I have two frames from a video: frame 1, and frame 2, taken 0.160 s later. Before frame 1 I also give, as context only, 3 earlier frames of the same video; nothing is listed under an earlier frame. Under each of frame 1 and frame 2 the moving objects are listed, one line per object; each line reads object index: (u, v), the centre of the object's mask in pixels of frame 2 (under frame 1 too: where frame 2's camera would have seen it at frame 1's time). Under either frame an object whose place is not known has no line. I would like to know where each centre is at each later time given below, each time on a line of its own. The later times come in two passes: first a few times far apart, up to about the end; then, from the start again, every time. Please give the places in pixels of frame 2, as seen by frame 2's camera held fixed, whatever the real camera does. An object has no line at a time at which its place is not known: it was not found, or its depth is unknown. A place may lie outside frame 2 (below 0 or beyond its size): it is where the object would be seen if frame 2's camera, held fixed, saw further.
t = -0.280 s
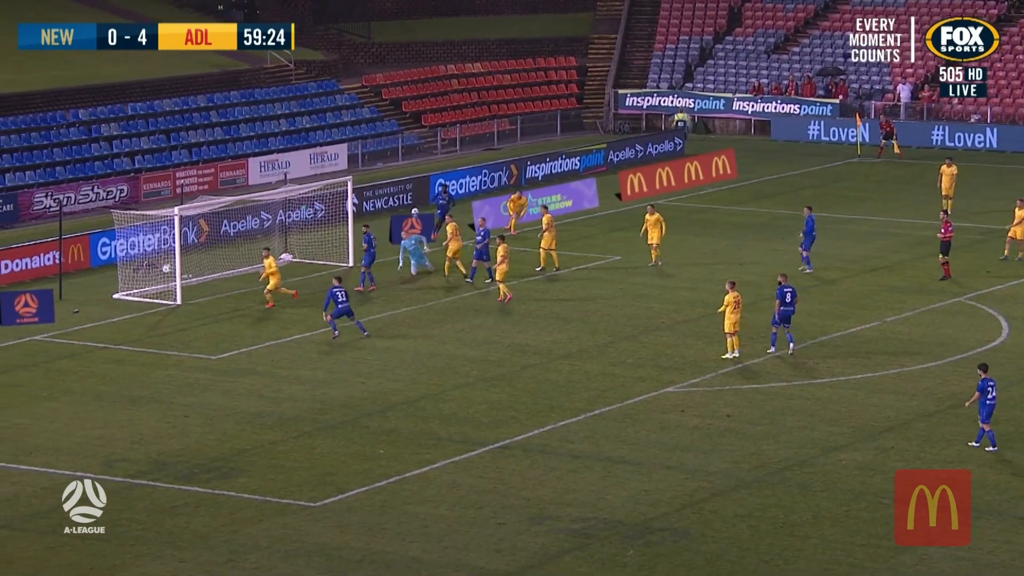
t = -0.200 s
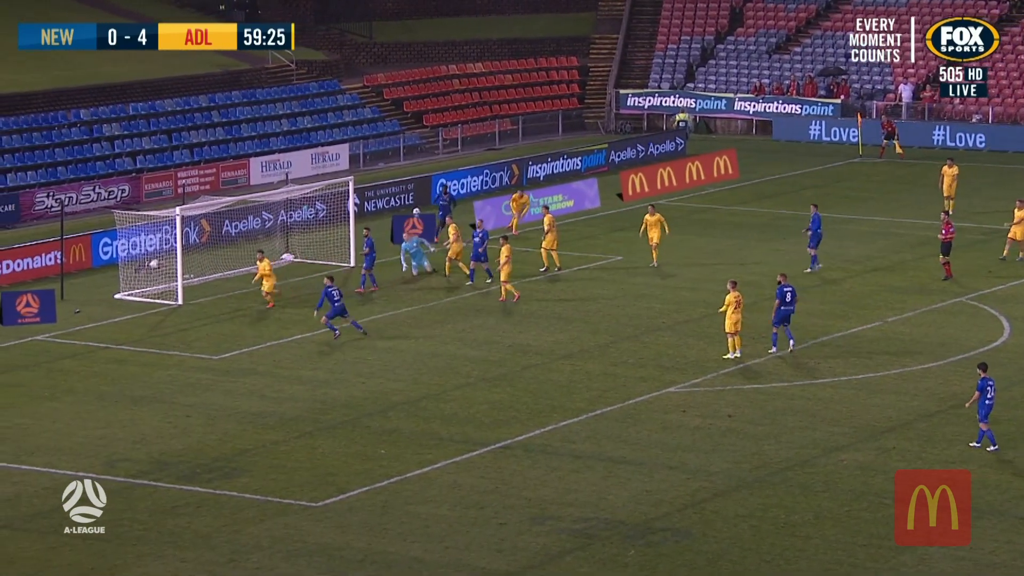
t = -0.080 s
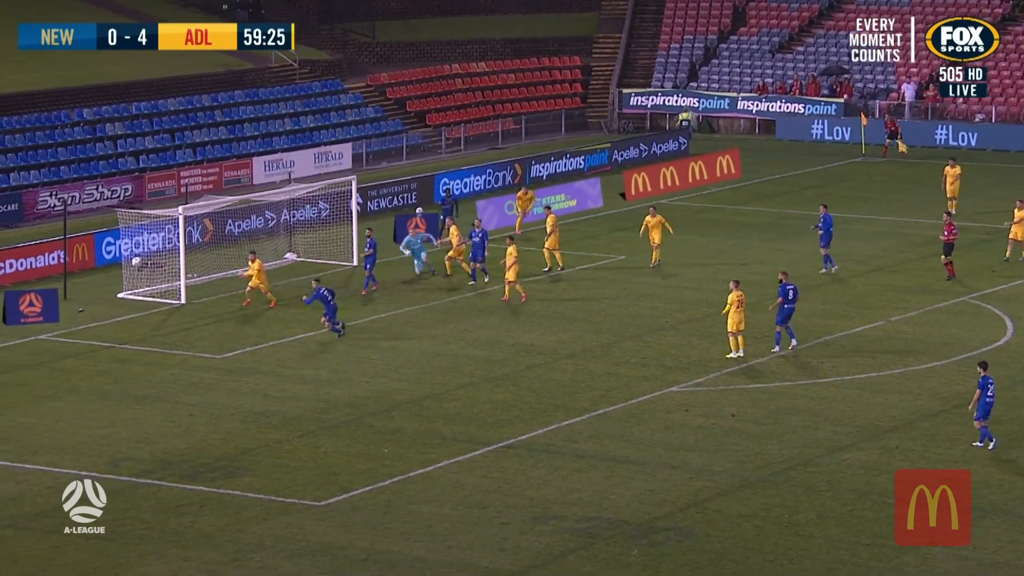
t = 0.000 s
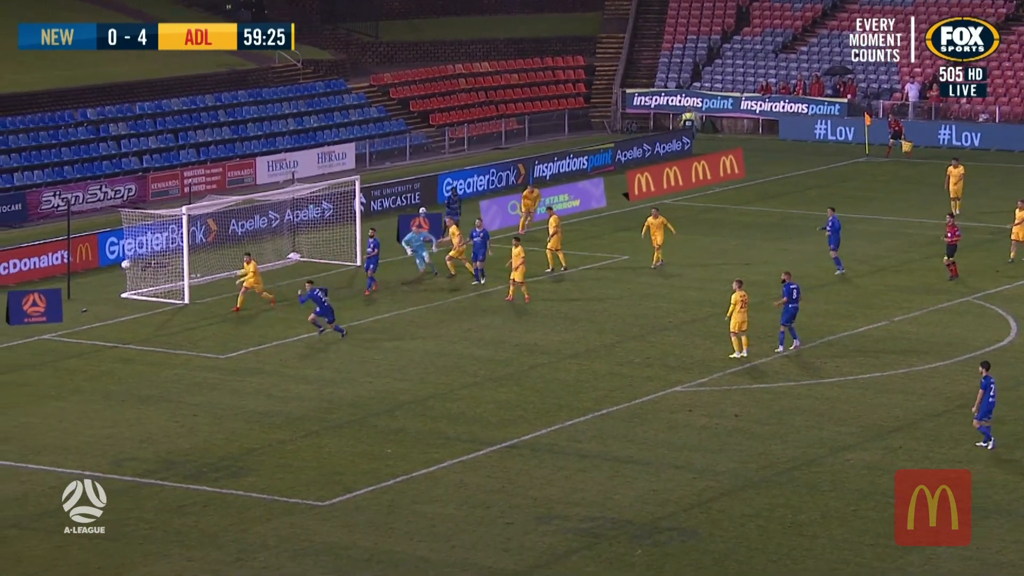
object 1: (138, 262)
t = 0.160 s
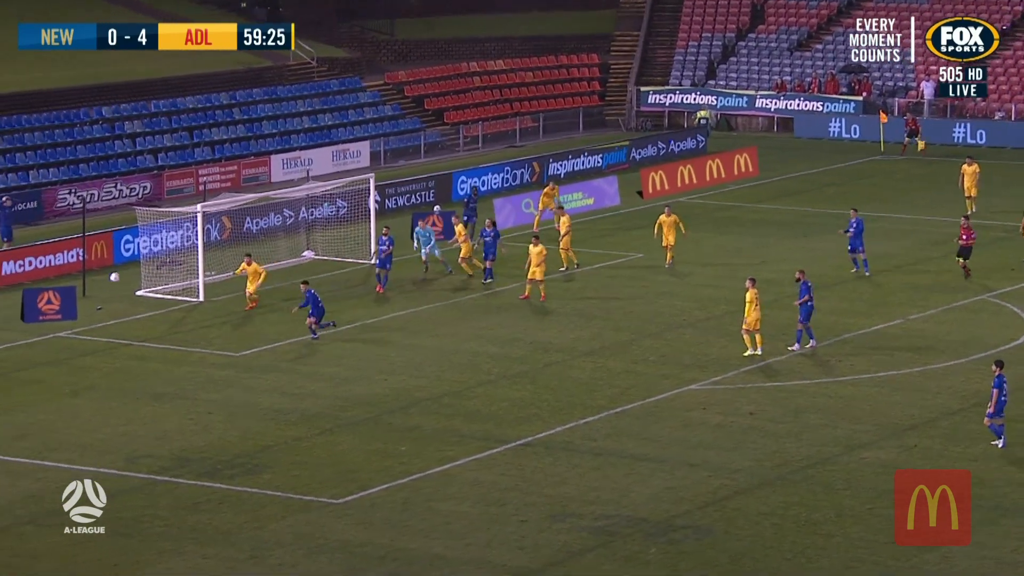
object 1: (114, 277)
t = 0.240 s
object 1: (102, 290)
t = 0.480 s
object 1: (67, 346)
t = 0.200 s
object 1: (108, 283)
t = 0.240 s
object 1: (102, 290)
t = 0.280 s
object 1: (97, 297)
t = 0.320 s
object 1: (91, 304)
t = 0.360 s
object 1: (85, 314)
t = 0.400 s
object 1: (79, 324)
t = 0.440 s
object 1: (73, 334)
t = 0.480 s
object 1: (67, 346)
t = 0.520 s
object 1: (61, 358)
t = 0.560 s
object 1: (55, 370)
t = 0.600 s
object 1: (49, 385)
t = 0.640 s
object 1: (44, 398)
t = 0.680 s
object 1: (40, 394)
